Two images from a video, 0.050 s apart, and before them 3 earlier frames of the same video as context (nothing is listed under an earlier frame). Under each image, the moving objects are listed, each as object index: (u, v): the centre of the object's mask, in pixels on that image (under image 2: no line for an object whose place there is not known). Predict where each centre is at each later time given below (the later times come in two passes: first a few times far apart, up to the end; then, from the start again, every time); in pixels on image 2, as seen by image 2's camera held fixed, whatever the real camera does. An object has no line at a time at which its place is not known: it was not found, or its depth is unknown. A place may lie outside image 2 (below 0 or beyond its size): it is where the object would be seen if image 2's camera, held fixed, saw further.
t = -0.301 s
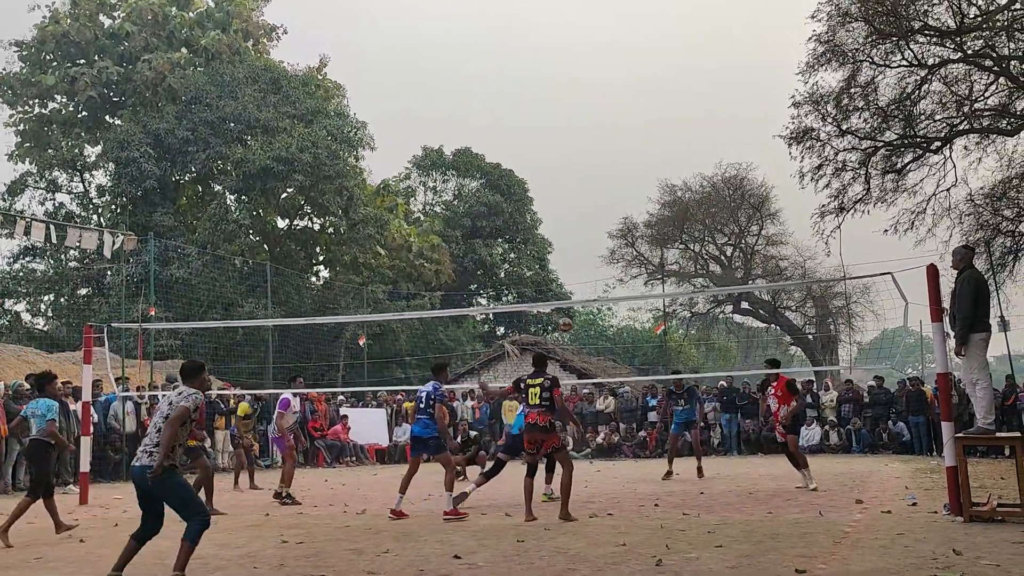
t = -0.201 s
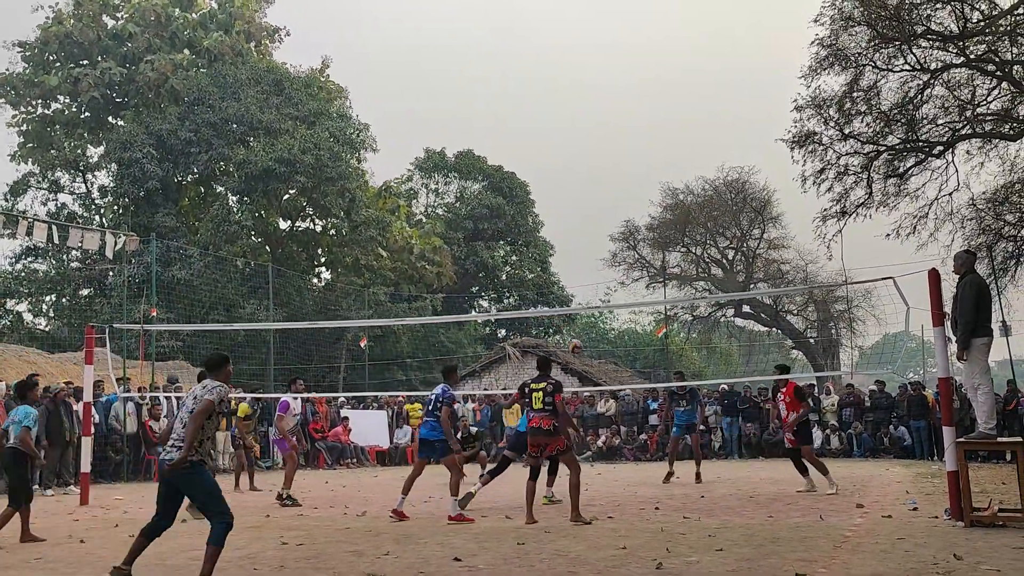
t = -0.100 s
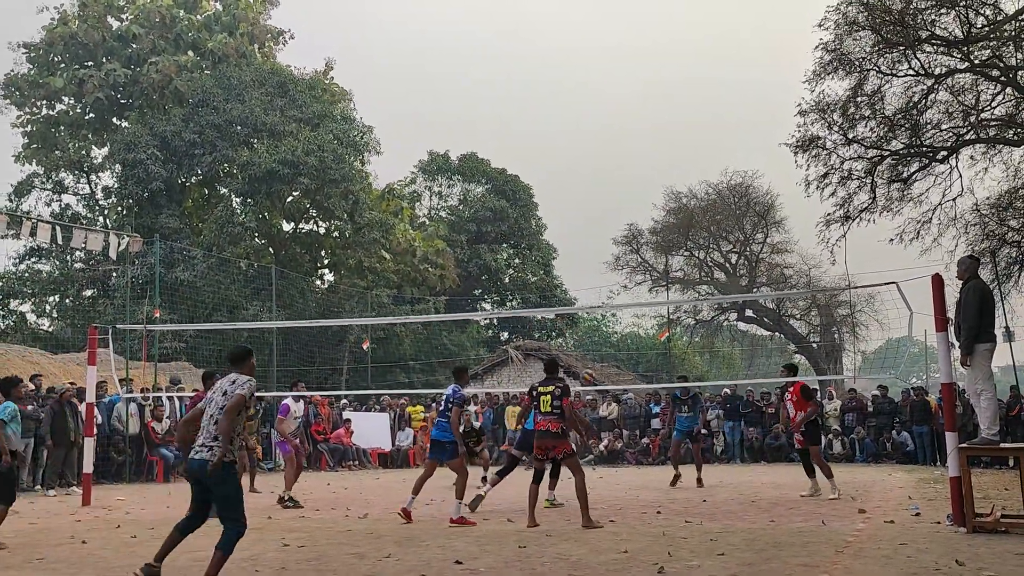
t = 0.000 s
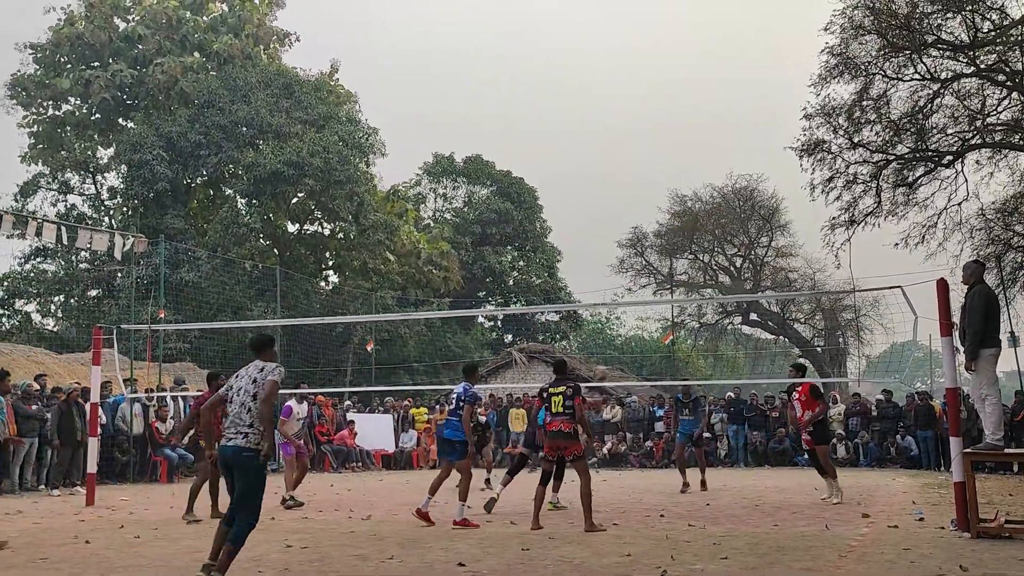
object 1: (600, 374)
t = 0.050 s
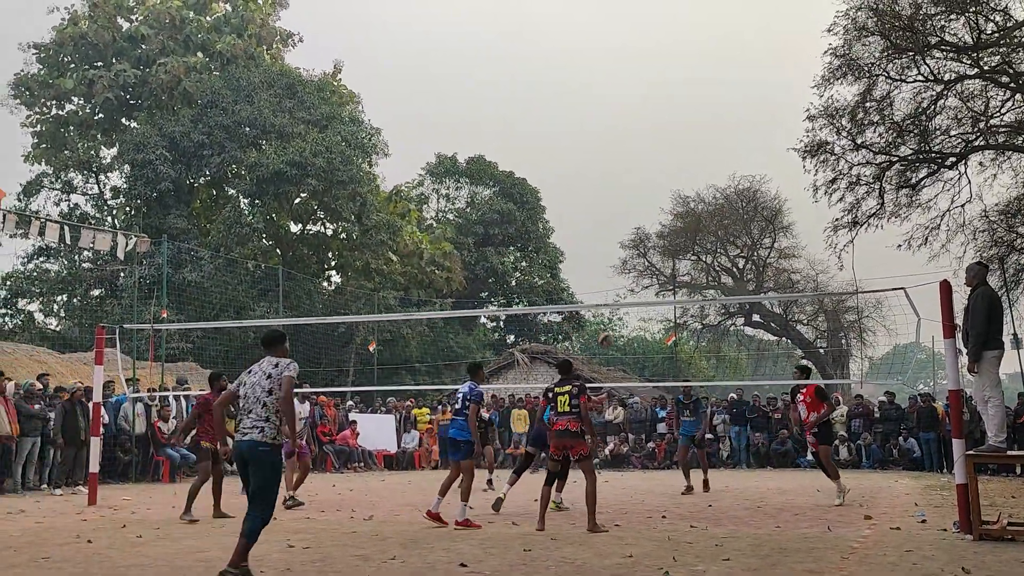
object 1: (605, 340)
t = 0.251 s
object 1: (617, 223)
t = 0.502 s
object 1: (629, 123)
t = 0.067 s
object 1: (606, 329)
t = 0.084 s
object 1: (607, 319)
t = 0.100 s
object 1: (608, 309)
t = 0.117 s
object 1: (609, 297)
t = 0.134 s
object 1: (609, 287)
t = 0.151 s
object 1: (611, 278)
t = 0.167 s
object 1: (612, 268)
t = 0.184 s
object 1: (613, 259)
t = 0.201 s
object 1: (614, 250)
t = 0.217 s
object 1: (615, 241)
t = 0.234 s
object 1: (616, 232)
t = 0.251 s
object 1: (617, 223)
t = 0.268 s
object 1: (617, 215)
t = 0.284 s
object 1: (618, 207)
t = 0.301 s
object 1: (619, 199)
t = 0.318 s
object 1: (620, 191)
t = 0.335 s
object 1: (621, 184)
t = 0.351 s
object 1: (621, 177)
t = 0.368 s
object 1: (622, 170)
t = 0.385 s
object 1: (623, 163)
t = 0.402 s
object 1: (624, 157)
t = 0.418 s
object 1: (624, 151)
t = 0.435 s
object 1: (625, 145)
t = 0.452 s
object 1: (626, 139)
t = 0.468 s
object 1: (627, 133)
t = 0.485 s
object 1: (628, 128)
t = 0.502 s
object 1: (629, 123)
